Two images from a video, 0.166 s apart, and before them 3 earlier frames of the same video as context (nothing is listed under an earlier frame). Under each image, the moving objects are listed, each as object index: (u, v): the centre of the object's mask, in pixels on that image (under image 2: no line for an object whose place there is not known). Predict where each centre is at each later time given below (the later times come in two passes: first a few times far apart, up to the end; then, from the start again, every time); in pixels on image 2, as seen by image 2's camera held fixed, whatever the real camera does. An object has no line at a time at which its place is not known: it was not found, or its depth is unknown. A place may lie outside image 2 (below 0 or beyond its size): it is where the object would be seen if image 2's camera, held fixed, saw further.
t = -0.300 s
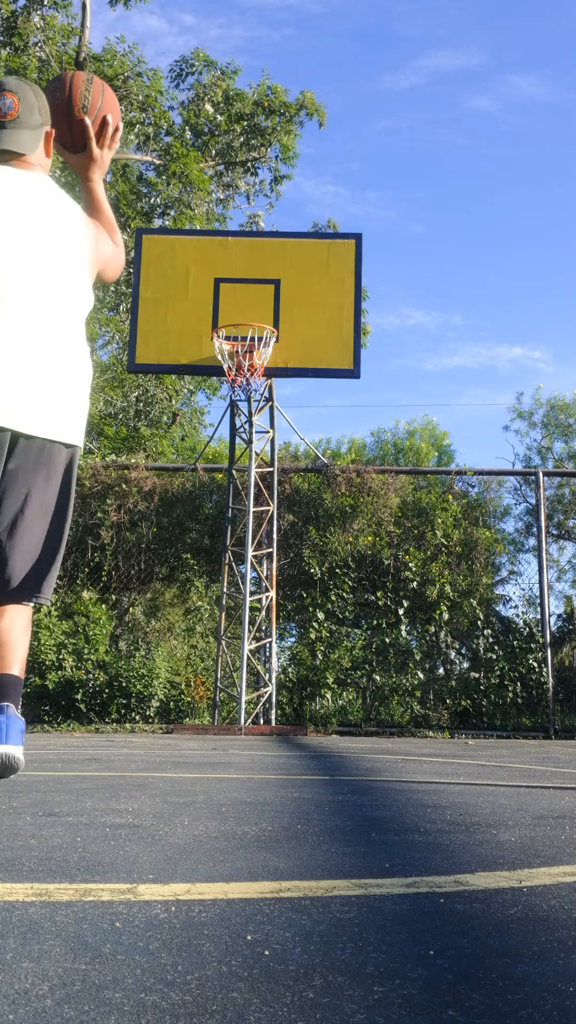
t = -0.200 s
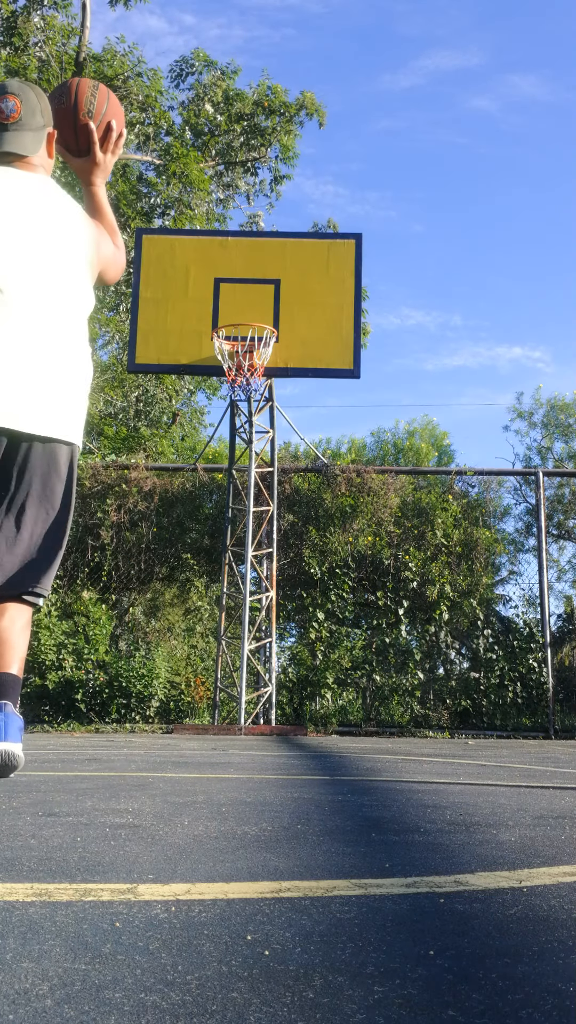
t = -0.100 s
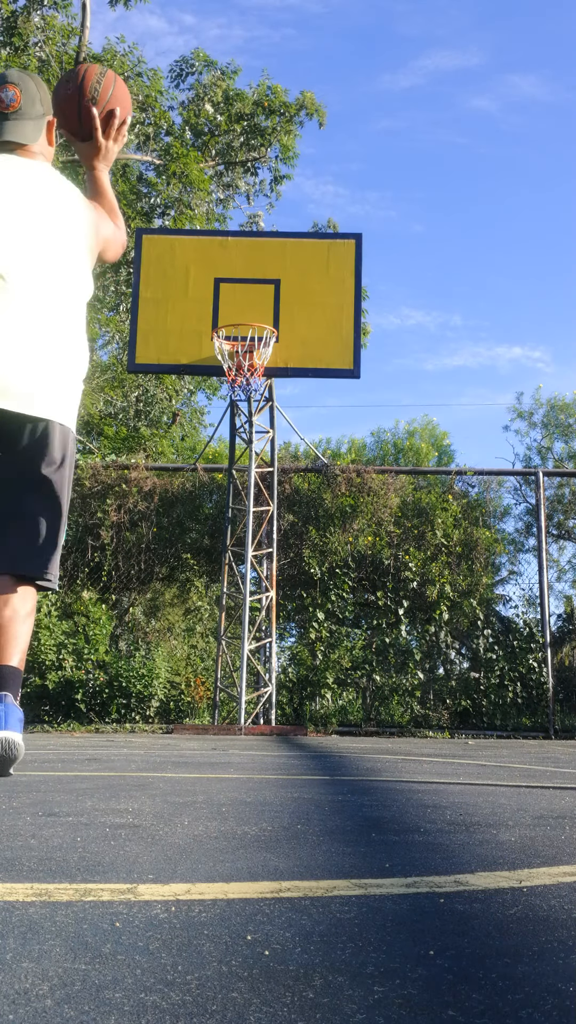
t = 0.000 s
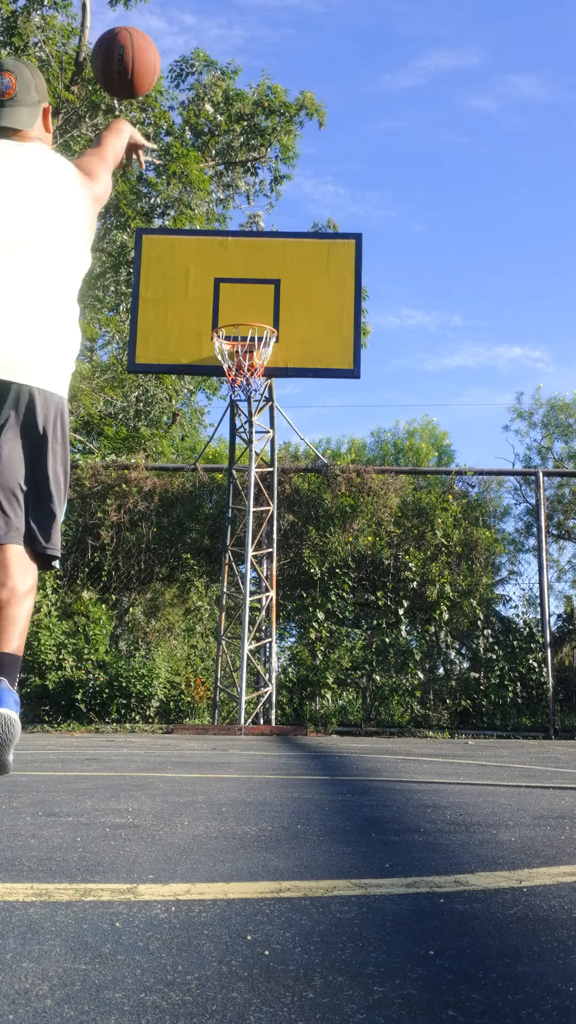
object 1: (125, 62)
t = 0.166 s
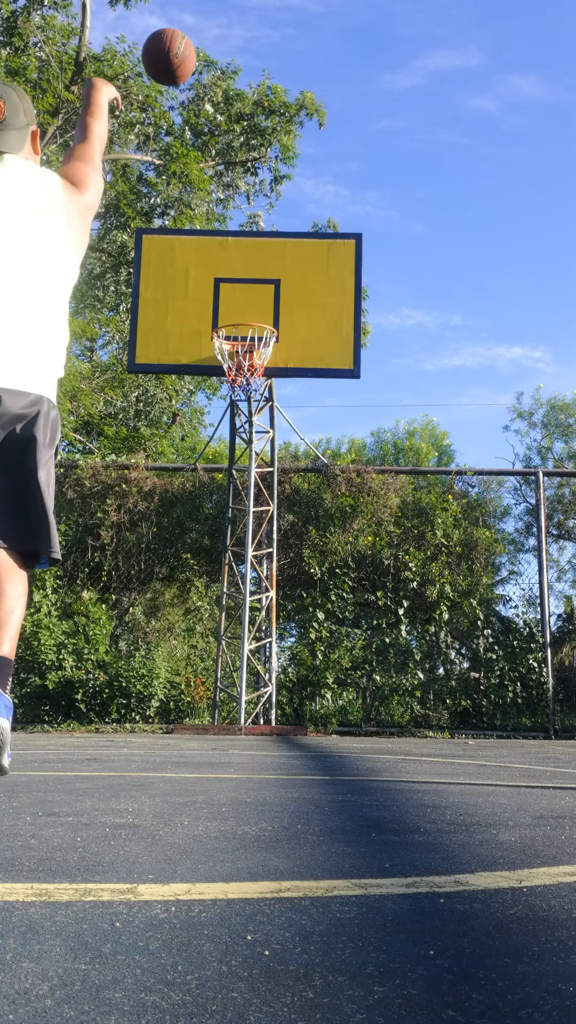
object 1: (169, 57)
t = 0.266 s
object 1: (186, 77)
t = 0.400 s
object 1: (202, 121)
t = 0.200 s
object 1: (175, 62)
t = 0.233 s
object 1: (180, 69)
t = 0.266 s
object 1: (186, 77)
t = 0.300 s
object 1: (190, 86)
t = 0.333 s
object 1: (195, 96)
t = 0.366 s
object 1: (198, 108)
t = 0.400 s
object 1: (202, 121)
